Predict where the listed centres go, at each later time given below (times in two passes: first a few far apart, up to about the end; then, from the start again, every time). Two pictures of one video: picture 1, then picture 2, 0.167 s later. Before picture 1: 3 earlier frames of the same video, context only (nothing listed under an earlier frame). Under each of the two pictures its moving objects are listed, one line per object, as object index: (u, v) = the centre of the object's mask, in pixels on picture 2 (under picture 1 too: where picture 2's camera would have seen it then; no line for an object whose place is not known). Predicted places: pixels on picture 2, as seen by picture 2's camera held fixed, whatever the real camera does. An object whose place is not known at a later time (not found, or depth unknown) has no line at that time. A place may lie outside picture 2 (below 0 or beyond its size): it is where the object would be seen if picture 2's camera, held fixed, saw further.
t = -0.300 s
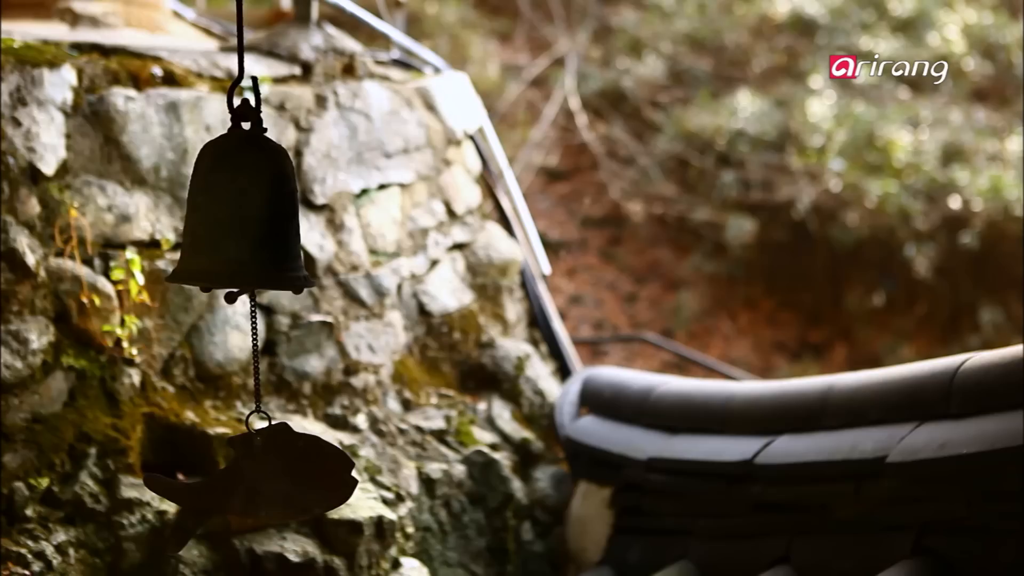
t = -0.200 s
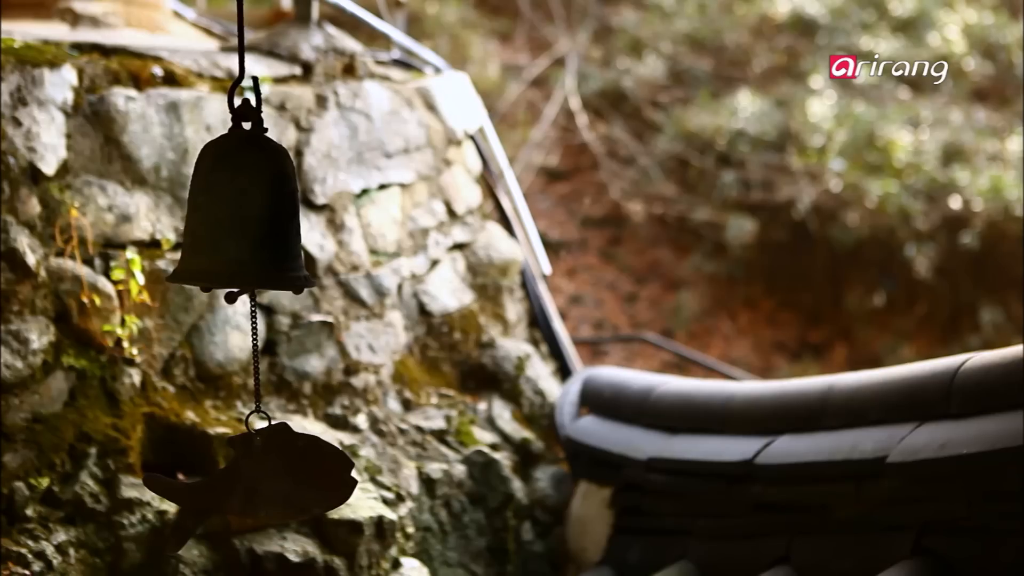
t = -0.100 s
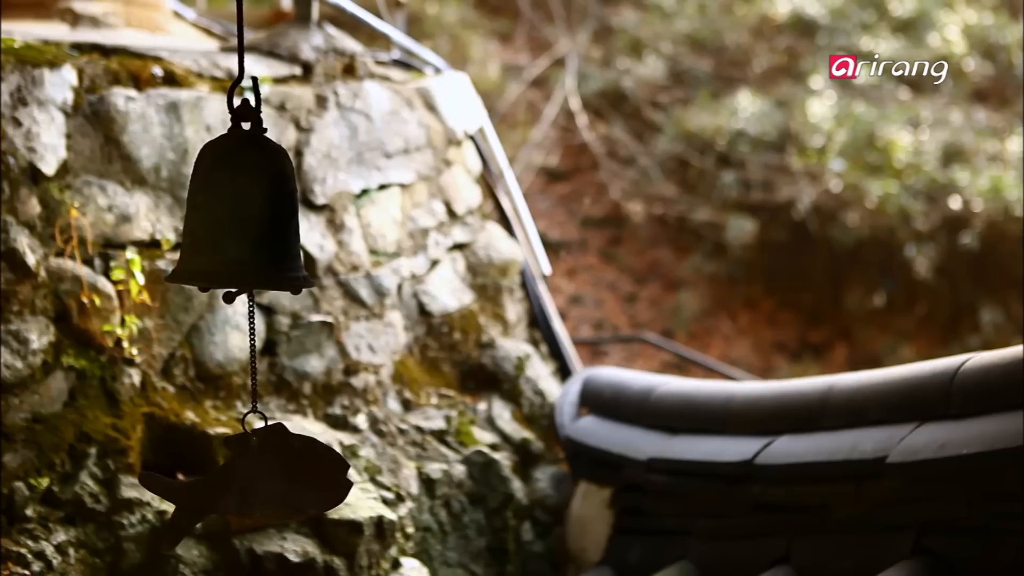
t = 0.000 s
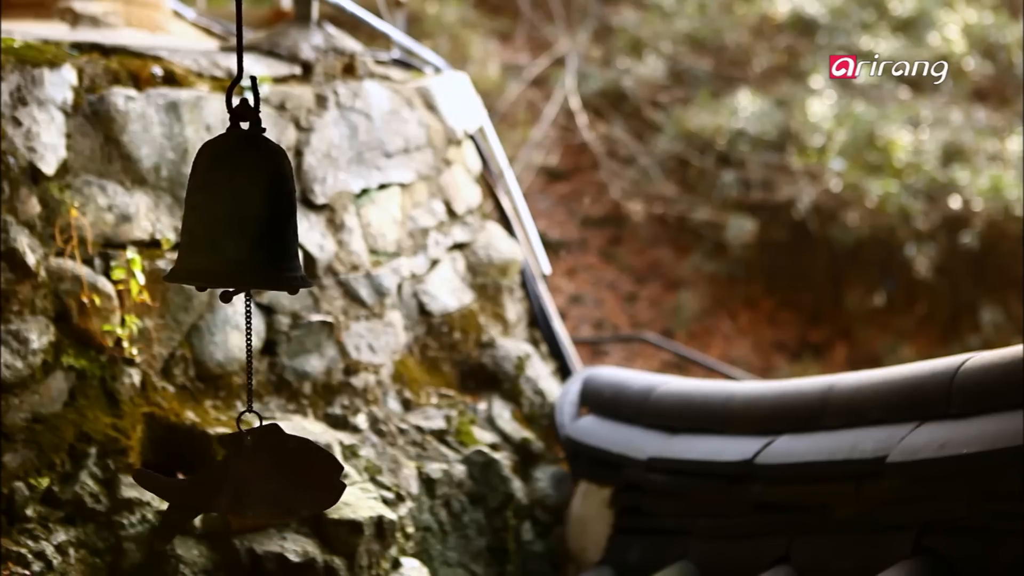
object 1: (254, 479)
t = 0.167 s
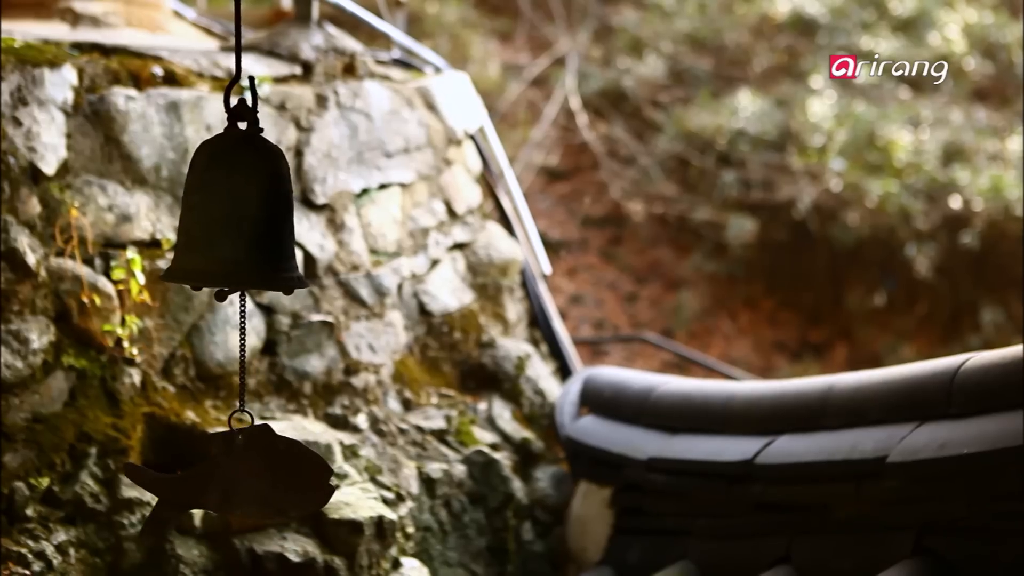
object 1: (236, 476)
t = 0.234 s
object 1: (233, 476)
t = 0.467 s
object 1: (232, 478)
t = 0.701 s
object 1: (251, 479)
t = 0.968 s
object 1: (263, 479)
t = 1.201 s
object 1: (256, 479)
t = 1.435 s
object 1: (242, 479)
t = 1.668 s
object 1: (228, 477)
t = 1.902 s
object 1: (243, 478)
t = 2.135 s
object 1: (260, 480)
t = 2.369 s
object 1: (263, 479)
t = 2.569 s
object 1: (250, 479)
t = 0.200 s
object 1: (233, 476)
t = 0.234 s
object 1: (233, 476)
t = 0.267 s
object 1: (231, 477)
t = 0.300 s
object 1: (230, 478)
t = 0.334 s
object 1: (229, 478)
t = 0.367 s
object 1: (230, 478)
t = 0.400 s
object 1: (229, 478)
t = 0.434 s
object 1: (230, 478)
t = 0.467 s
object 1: (232, 478)
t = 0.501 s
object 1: (233, 477)
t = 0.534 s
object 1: (234, 477)
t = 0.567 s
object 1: (236, 476)
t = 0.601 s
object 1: (237, 477)
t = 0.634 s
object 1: (239, 476)
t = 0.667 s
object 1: (249, 479)
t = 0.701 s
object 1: (251, 479)
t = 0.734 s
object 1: (254, 479)
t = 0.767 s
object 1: (257, 479)
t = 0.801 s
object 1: (258, 479)
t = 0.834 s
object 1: (260, 479)
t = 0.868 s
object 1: (262, 479)
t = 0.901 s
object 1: (262, 479)
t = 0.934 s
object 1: (263, 479)
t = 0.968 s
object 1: (263, 479)
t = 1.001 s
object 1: (263, 479)
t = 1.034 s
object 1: (262, 479)
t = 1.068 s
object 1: (262, 479)
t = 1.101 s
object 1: (261, 479)
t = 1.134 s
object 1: (260, 479)
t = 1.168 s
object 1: (258, 480)
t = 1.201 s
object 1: (256, 479)
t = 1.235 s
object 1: (255, 479)
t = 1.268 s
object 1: (252, 479)
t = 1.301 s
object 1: (251, 479)
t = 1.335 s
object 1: (249, 479)
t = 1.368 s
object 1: (246, 479)
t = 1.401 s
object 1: (244, 479)
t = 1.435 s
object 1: (242, 479)
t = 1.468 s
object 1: (233, 476)
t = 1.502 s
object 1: (232, 476)
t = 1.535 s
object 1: (231, 476)
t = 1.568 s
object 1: (230, 476)
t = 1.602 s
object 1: (229, 476)
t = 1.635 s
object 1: (229, 476)
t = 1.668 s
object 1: (228, 477)
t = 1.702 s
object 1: (229, 477)
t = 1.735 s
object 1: (229, 477)
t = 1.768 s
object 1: (230, 477)
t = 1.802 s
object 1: (232, 476)
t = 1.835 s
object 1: (233, 477)
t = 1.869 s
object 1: (235, 476)
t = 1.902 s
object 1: (243, 478)
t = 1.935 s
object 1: (248, 480)
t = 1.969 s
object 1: (246, 478)
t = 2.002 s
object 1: (252, 481)
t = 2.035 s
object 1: (254, 480)
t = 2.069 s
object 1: (256, 480)
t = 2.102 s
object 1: (258, 480)
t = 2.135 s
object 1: (260, 480)
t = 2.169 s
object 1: (262, 480)
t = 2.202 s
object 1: (262, 480)
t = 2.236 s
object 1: (263, 480)
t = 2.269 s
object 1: (264, 480)
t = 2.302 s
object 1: (264, 480)
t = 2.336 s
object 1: (263, 480)
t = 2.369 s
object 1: (263, 479)
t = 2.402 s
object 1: (260, 480)
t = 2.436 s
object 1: (258, 480)
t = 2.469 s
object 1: (255, 480)
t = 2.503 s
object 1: (252, 480)
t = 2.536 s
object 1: (251, 479)
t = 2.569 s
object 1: (250, 479)
